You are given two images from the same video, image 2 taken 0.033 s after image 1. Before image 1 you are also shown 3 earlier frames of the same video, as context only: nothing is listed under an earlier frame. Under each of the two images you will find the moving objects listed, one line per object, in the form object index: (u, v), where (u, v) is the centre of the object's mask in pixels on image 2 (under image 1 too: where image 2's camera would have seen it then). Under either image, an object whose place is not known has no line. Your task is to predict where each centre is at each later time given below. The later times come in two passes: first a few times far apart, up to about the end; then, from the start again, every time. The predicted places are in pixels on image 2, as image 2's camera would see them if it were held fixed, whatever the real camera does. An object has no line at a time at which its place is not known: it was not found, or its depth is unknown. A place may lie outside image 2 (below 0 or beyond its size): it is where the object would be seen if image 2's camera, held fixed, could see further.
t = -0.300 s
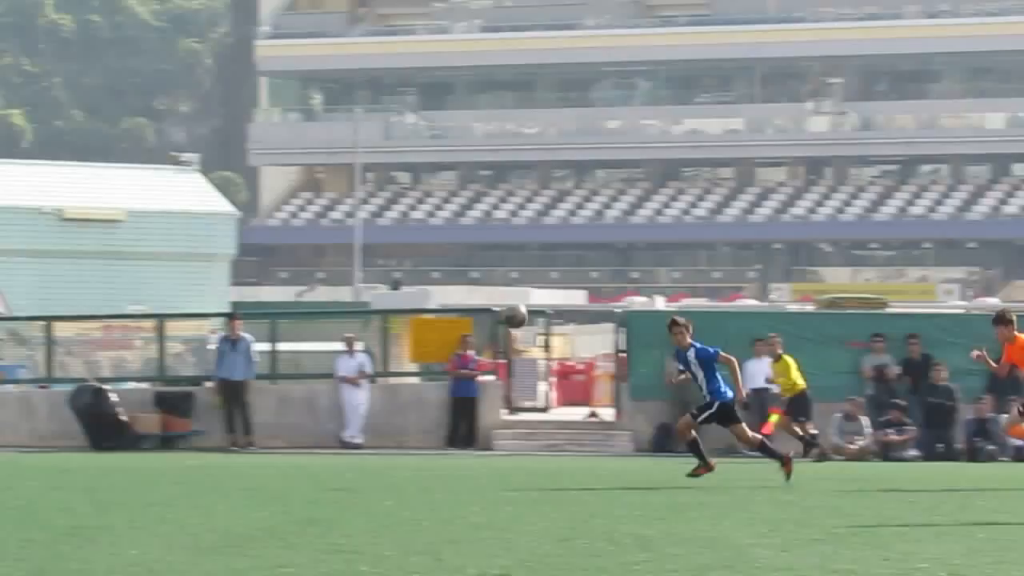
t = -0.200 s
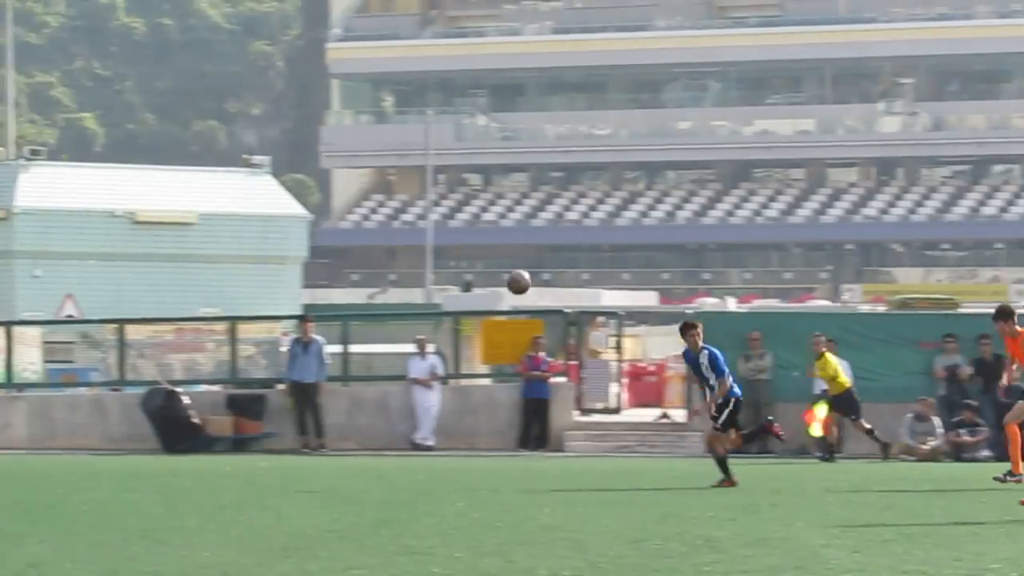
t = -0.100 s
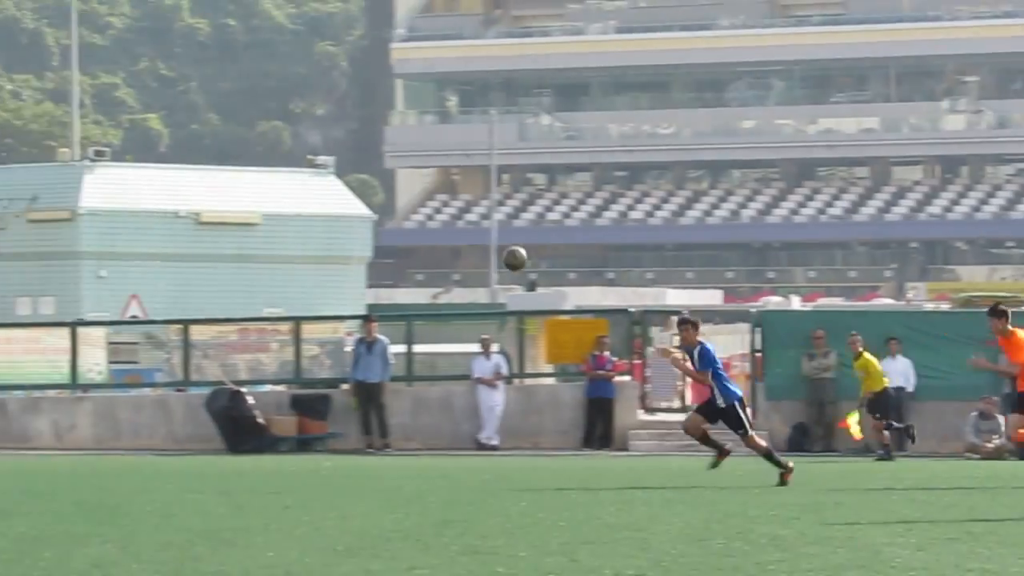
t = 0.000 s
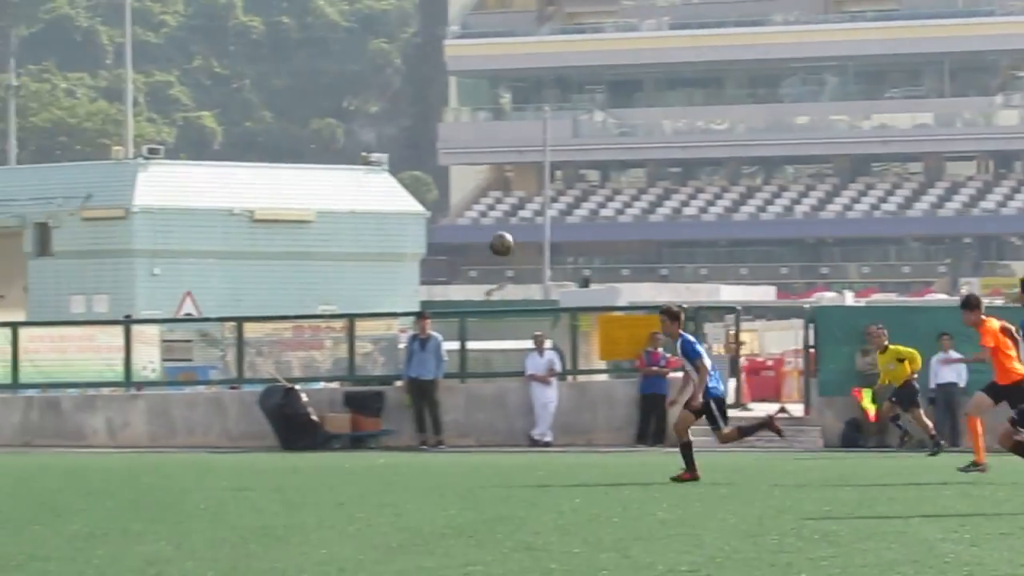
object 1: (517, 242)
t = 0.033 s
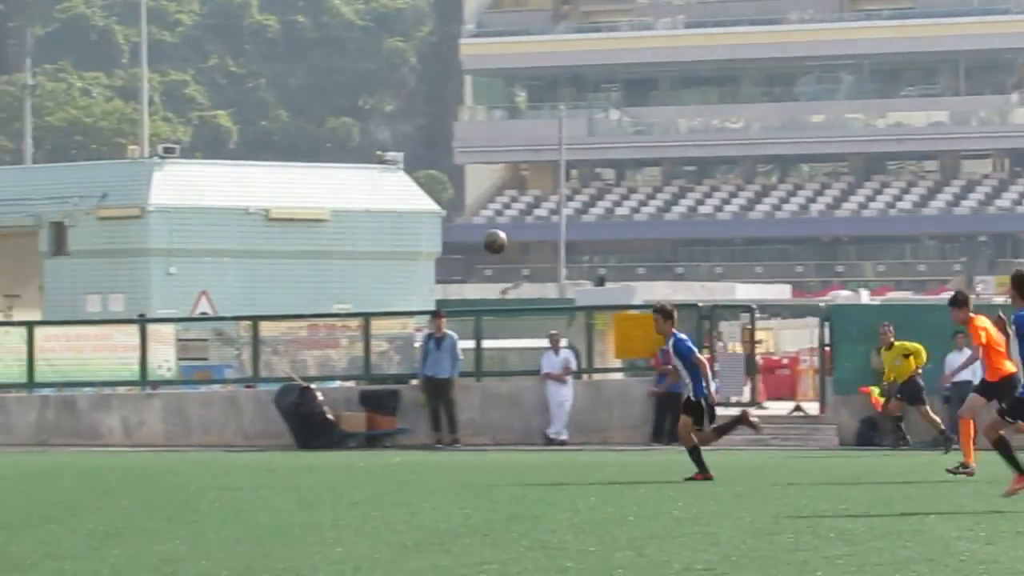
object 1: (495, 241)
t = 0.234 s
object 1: (364, 262)
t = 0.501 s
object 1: (195, 360)
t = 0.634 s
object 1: (113, 442)
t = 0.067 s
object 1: (472, 241)
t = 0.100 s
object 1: (451, 243)
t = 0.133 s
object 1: (429, 246)
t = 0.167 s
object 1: (407, 250)
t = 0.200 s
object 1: (385, 254)
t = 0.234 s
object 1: (364, 262)
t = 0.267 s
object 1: (343, 269)
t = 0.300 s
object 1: (321, 278)
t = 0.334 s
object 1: (300, 289)
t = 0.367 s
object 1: (279, 301)
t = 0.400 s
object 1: (258, 313)
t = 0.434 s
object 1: (236, 328)
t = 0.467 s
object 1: (216, 343)
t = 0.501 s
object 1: (195, 360)
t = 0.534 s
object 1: (174, 379)
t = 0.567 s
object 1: (154, 398)
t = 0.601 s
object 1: (133, 420)
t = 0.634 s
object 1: (113, 442)
